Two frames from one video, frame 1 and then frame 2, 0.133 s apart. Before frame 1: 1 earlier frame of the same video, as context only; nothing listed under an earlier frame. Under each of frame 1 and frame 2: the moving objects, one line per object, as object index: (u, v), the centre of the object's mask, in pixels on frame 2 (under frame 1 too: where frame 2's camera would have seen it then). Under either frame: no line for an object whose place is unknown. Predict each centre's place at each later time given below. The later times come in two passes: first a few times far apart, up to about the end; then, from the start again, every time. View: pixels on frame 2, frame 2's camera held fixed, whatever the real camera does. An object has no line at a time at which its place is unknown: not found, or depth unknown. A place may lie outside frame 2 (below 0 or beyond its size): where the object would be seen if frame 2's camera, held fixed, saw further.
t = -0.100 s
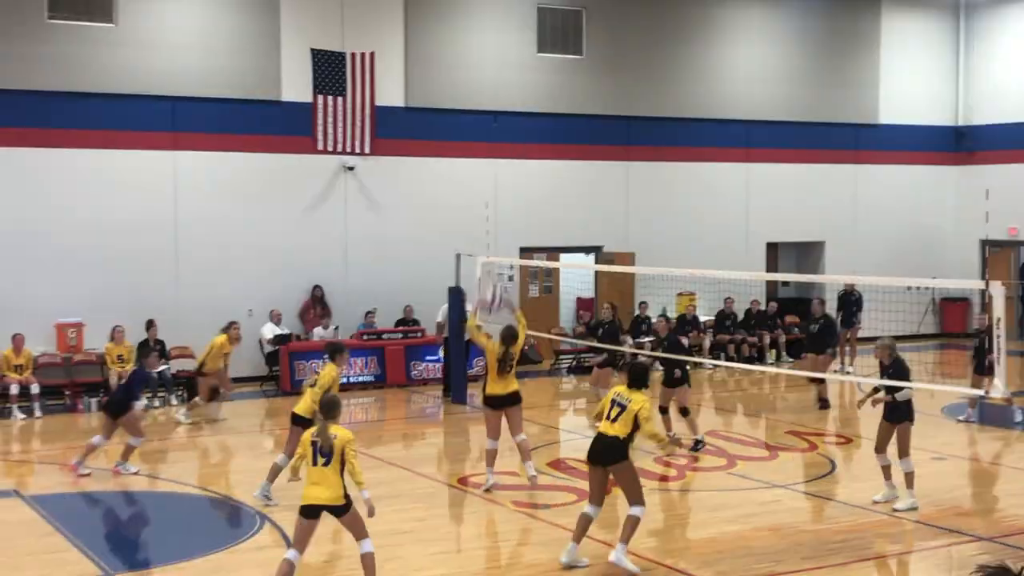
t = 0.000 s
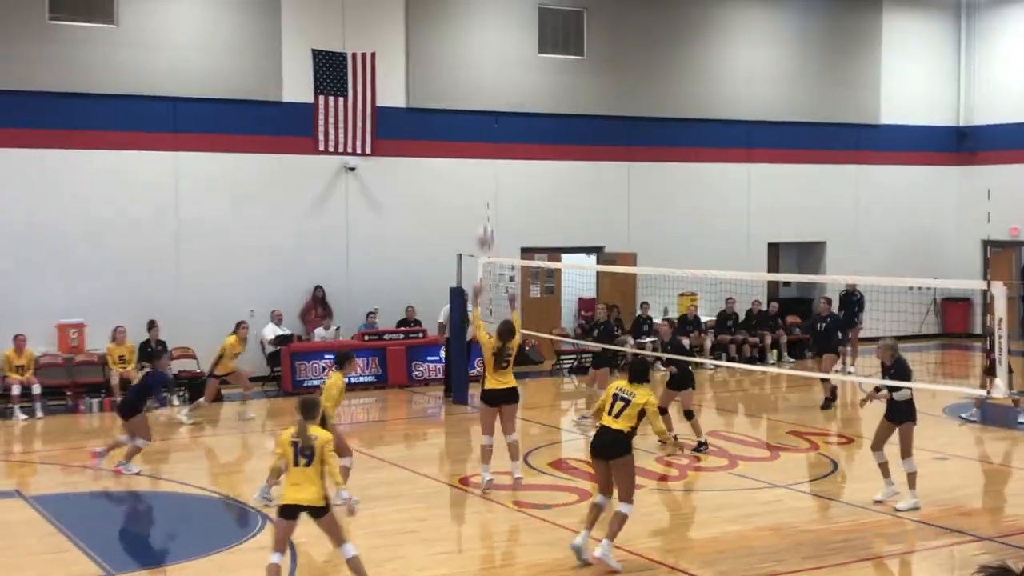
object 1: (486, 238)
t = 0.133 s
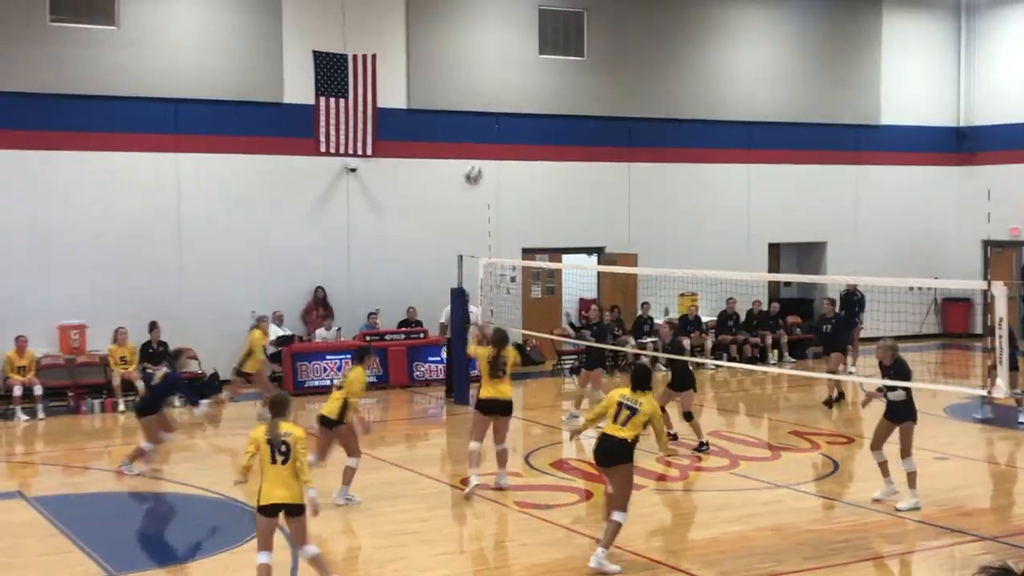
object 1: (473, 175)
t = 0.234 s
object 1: (463, 140)
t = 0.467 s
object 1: (442, 99)
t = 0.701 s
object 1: (422, 105)
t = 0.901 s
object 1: (408, 143)
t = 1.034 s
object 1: (400, 185)
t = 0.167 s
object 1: (469, 162)
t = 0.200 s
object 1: (466, 150)
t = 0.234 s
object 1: (463, 140)
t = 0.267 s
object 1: (460, 131)
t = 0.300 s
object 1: (456, 123)
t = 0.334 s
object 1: (454, 117)
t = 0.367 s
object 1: (451, 111)
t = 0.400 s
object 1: (447, 106)
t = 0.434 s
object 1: (444, 102)
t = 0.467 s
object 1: (442, 99)
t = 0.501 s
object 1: (439, 97)
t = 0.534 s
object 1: (436, 96)
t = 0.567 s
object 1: (433, 96)
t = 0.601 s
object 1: (430, 96)
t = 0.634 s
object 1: (427, 98)
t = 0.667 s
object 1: (425, 101)
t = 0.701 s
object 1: (422, 105)
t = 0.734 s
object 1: (420, 110)
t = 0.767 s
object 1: (417, 115)
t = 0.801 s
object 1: (415, 120)
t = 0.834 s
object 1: (413, 128)
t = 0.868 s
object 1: (410, 135)
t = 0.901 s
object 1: (408, 143)
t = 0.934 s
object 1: (406, 153)
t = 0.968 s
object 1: (404, 162)
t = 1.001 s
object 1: (401, 174)
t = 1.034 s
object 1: (400, 185)
